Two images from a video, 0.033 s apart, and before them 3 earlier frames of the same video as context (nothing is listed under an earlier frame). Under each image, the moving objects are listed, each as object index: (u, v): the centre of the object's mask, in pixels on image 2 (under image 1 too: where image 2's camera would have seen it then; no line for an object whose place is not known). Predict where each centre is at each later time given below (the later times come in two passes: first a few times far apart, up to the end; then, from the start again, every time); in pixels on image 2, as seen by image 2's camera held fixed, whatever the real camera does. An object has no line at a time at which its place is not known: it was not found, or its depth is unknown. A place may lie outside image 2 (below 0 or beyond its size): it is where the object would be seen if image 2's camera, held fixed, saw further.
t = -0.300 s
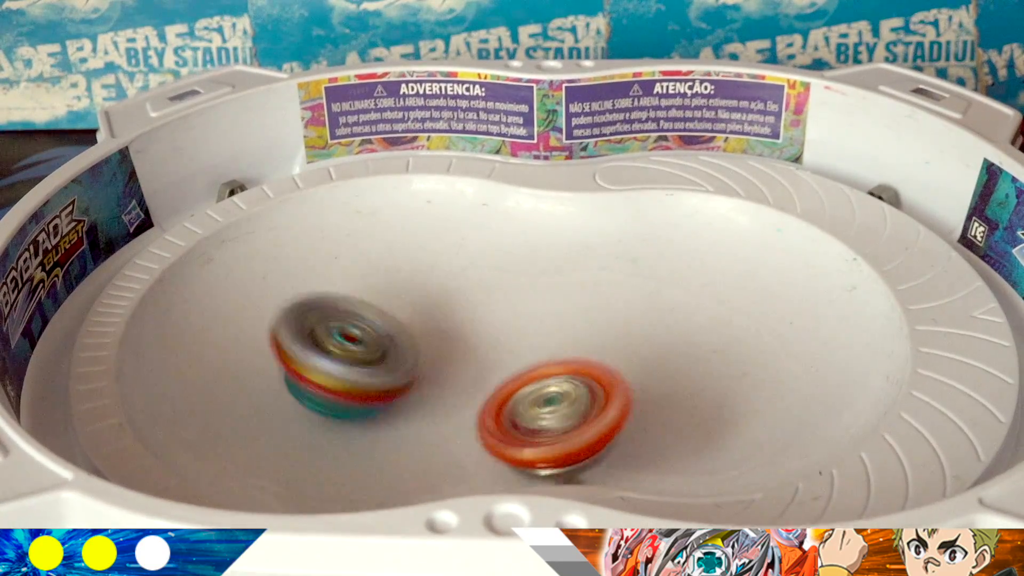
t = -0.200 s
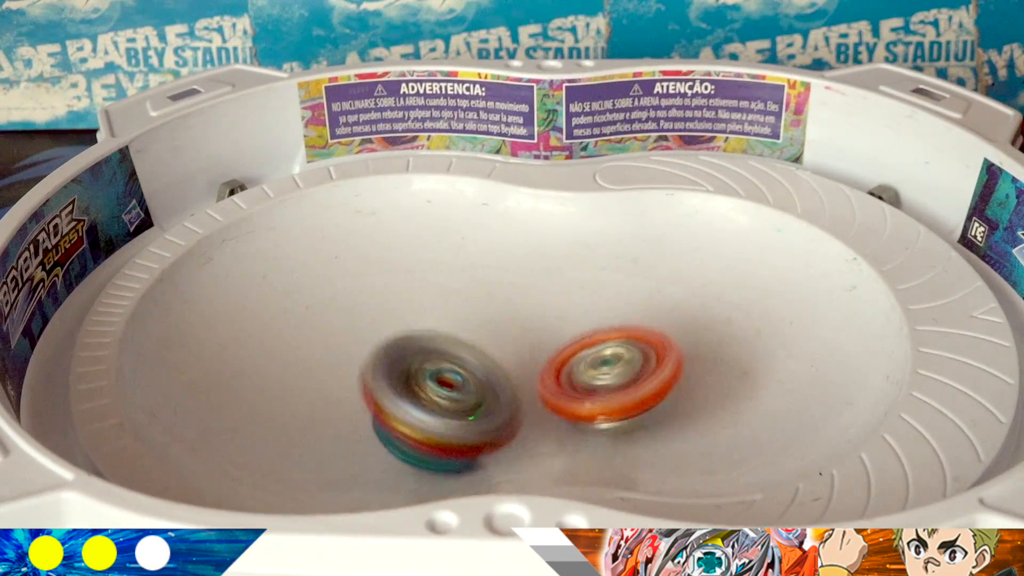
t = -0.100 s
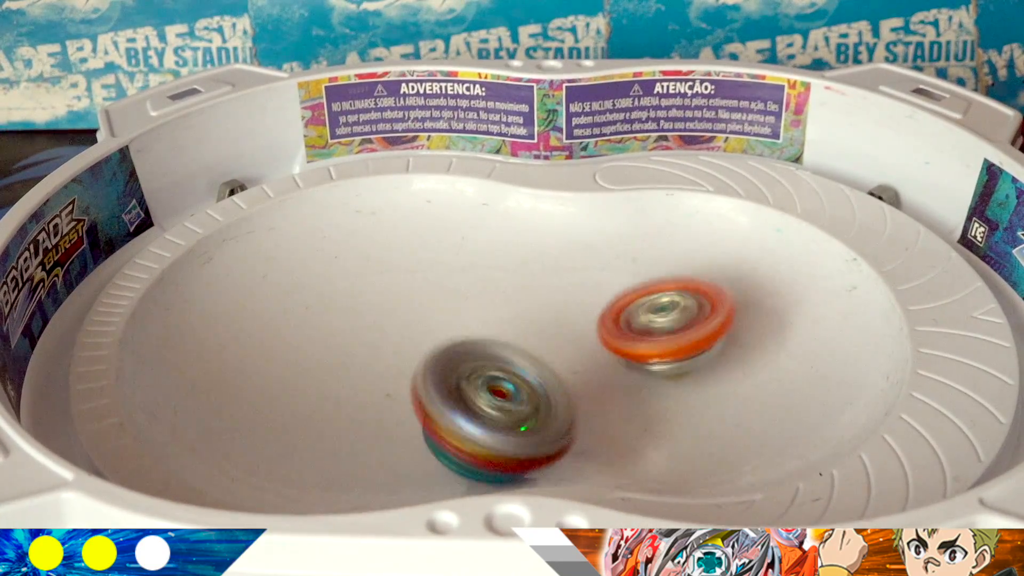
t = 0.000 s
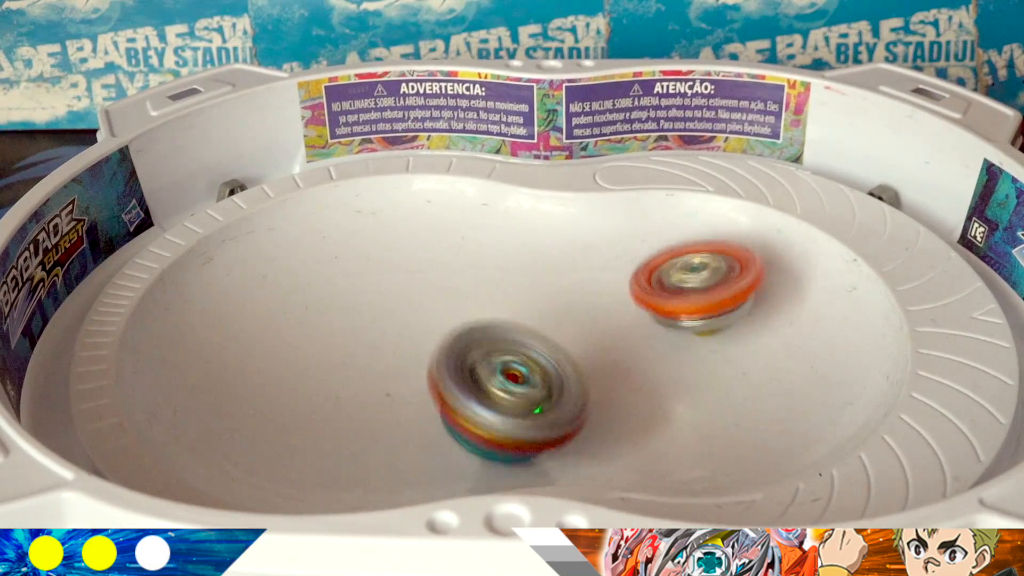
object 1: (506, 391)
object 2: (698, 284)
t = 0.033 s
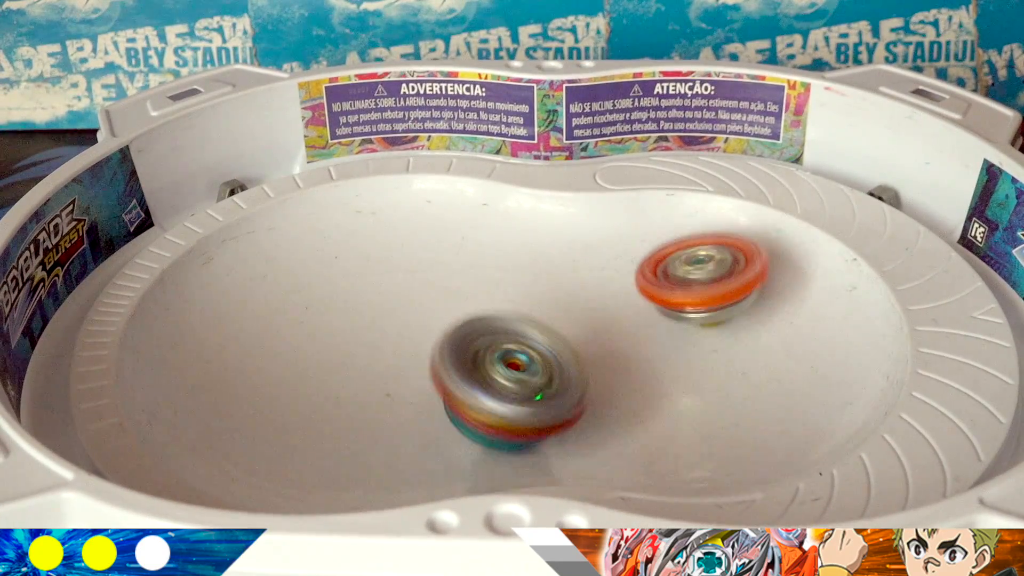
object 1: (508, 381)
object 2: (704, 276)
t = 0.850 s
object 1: (351, 346)
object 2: (479, 300)
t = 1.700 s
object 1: (427, 419)
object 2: (330, 297)
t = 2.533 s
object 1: (392, 387)
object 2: (383, 283)
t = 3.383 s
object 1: (278, 390)
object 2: (421, 270)
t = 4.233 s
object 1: (357, 300)
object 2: (830, 356)
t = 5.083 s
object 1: (413, 258)
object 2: (464, 367)
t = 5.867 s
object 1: (485, 328)
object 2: (340, 385)
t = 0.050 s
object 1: (508, 373)
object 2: (705, 275)
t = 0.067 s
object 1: (507, 365)
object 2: (705, 274)
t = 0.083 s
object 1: (508, 357)
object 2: (703, 274)
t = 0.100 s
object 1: (508, 347)
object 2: (702, 274)
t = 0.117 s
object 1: (506, 336)
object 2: (698, 278)
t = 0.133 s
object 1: (505, 327)
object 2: (694, 281)
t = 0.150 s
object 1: (504, 318)
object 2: (689, 284)
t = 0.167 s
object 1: (501, 308)
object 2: (682, 290)
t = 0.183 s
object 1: (500, 299)
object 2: (676, 296)
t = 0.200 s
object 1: (497, 289)
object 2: (668, 299)
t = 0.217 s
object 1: (494, 279)
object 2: (661, 306)
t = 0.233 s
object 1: (491, 271)
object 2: (653, 314)
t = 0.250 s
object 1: (487, 265)
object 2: (644, 322)
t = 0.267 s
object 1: (483, 258)
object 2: (634, 330)
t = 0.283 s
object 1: (478, 254)
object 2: (624, 338)
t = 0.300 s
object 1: (473, 250)
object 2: (615, 349)
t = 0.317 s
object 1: (467, 247)
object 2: (603, 356)
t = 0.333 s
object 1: (460, 246)
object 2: (593, 364)
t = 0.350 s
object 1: (451, 245)
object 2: (581, 373)
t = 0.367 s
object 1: (442, 245)
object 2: (570, 378)
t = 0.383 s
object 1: (433, 245)
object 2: (560, 384)
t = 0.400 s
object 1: (424, 246)
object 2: (549, 389)
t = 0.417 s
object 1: (413, 248)
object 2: (540, 393)
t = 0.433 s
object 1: (401, 252)
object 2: (532, 396)
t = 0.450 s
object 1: (389, 256)
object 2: (525, 399)
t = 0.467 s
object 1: (378, 259)
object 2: (520, 400)
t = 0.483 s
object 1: (367, 265)
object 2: (515, 400)
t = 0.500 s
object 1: (356, 270)
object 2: (511, 399)
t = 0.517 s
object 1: (346, 274)
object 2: (509, 399)
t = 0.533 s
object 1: (336, 280)
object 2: (507, 396)
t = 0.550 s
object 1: (327, 285)
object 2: (507, 395)
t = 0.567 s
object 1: (318, 291)
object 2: (507, 393)
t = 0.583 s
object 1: (310, 296)
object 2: (508, 389)
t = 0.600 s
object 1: (303, 301)
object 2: (510, 381)
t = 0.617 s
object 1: (297, 306)
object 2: (511, 379)
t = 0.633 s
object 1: (293, 311)
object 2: (515, 374)
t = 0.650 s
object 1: (290, 316)
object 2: (516, 367)
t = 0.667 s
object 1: (287, 321)
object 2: (518, 361)
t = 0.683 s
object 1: (288, 326)
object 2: (519, 354)
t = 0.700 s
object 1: (289, 329)
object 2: (518, 347)
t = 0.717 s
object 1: (290, 333)
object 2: (518, 341)
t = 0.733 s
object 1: (295, 336)
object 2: (516, 335)
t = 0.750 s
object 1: (300, 339)
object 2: (513, 329)
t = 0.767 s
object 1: (306, 342)
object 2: (509, 324)
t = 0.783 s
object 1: (314, 343)
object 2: (505, 318)
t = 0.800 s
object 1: (322, 345)
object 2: (500, 313)
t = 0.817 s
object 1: (330, 347)
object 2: (494, 308)
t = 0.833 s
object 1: (341, 345)
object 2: (486, 305)
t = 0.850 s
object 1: (351, 346)
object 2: (479, 300)
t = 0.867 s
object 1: (350, 347)
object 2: (480, 295)
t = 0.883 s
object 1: (338, 353)
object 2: (488, 280)
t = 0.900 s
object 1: (328, 359)
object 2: (496, 271)
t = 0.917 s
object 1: (317, 363)
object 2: (503, 262)
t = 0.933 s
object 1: (306, 366)
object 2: (509, 253)
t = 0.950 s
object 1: (299, 368)
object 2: (513, 248)
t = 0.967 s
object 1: (292, 371)
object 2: (516, 241)
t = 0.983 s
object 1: (286, 371)
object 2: (517, 238)
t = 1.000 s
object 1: (282, 372)
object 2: (516, 234)
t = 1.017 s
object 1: (281, 371)
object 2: (514, 232)
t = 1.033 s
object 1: (279, 370)
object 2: (511, 232)
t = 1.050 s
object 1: (279, 369)
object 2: (505, 233)
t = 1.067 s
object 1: (281, 367)
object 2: (498, 234)
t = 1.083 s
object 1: (285, 365)
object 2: (490, 238)
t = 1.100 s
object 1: (289, 362)
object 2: (479, 241)
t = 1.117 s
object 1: (295, 359)
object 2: (466, 247)
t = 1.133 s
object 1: (302, 356)
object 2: (454, 253)
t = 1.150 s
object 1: (309, 352)
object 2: (438, 258)
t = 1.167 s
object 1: (316, 348)
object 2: (421, 264)
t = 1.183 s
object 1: (325, 343)
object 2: (407, 268)
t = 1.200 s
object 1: (328, 340)
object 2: (395, 266)
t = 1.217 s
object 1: (320, 347)
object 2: (384, 261)
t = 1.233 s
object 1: (312, 360)
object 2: (376, 256)
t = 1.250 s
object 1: (306, 368)
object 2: (372, 253)
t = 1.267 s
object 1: (302, 374)
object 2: (366, 249)
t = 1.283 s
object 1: (298, 380)
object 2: (361, 245)
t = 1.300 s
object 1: (296, 384)
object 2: (357, 244)
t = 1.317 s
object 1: (295, 391)
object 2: (351, 244)
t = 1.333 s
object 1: (296, 393)
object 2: (347, 246)
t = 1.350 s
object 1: (298, 397)
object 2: (342, 249)
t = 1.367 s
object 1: (301, 399)
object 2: (338, 252)
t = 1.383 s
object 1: (306, 401)
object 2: (335, 259)
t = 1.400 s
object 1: (313, 402)
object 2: (330, 265)
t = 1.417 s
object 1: (321, 401)
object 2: (327, 273)
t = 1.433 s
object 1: (328, 401)
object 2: (325, 280)
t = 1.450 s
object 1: (335, 398)
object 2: (321, 290)
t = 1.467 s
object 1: (343, 397)
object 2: (319, 297)
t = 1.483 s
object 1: (352, 392)
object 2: (315, 304)
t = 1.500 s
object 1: (359, 393)
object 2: (312, 310)
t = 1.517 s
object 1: (369, 402)
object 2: (316, 309)
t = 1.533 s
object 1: (379, 407)
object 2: (317, 307)
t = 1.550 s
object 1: (387, 412)
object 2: (318, 305)
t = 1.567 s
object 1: (397, 416)
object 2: (319, 302)
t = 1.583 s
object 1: (406, 418)
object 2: (320, 300)
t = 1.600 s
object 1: (413, 420)
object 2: (321, 298)
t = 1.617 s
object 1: (419, 420)
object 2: (323, 296)
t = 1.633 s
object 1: (424, 420)
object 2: (324, 296)
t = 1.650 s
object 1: (427, 421)
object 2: (325, 296)
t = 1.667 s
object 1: (429, 421)
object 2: (326, 296)
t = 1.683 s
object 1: (429, 420)
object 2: (328, 296)
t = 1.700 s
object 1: (427, 419)
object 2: (330, 297)
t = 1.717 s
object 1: (424, 418)
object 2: (331, 298)
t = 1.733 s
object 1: (420, 417)
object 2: (332, 300)
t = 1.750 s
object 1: (414, 414)
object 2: (334, 301)
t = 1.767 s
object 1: (407, 412)
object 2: (335, 303)
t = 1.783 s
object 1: (398, 409)
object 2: (336, 305)
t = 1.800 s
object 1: (389, 405)
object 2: (337, 305)
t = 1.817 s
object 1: (380, 401)
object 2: (337, 304)
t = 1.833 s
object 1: (370, 397)
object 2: (337, 303)
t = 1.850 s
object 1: (360, 390)
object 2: (338, 300)
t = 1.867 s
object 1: (348, 395)
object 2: (348, 294)
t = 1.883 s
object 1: (335, 406)
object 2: (356, 282)
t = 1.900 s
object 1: (324, 411)
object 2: (363, 267)
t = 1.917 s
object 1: (313, 415)
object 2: (370, 252)
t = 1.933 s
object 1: (303, 419)
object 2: (376, 239)
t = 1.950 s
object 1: (296, 421)
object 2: (380, 227)
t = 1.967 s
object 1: (290, 420)
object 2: (385, 217)
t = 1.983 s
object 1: (287, 422)
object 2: (389, 208)
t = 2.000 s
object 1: (285, 421)
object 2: (392, 200)
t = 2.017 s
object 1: (286, 422)
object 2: (394, 195)
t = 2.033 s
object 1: (289, 420)
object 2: (395, 192)
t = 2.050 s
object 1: (294, 420)
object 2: (395, 192)
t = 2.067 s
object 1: (301, 419)
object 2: (395, 195)
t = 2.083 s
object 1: (310, 415)
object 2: (394, 199)
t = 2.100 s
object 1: (317, 411)
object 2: (393, 205)
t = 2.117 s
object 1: (325, 405)
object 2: (392, 212)
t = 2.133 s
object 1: (332, 398)
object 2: (390, 220)
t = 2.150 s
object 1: (339, 391)
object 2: (386, 229)
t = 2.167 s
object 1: (347, 384)
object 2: (382, 238)
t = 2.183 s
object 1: (354, 376)
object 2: (378, 248)
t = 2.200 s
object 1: (361, 367)
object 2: (374, 257)
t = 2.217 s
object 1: (369, 358)
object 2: (368, 262)
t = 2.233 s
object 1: (373, 359)
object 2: (366, 262)
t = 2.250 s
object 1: (377, 365)
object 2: (368, 262)
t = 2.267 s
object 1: (380, 367)
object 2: (369, 261)
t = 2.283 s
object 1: (383, 370)
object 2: (370, 261)
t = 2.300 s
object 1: (386, 372)
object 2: (371, 260)
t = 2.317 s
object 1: (389, 375)
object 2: (371, 260)
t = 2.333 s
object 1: (392, 377)
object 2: (371, 261)
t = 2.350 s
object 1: (395, 379)
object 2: (372, 262)
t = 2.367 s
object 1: (397, 380)
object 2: (373, 263)
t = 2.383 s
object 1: (398, 381)
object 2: (374, 264)
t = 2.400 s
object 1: (399, 384)
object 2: (376, 266)
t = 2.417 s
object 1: (400, 385)
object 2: (377, 268)
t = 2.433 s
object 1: (399, 386)
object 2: (379, 270)
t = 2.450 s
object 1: (399, 386)
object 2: (380, 273)
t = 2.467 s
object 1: (398, 387)
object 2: (381, 275)
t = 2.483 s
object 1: (397, 387)
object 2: (382, 277)
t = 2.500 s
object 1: (395, 387)
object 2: (382, 279)
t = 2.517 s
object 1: (394, 387)
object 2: (383, 281)
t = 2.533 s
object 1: (392, 387)
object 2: (383, 283)
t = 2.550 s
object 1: (390, 386)
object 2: (383, 284)
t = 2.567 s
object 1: (387, 385)
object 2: (383, 285)
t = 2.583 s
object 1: (384, 384)
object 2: (384, 286)
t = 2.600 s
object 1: (381, 384)
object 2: (384, 287)
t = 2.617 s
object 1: (377, 382)
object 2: (385, 287)
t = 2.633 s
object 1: (373, 382)
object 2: (386, 288)
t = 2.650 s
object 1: (364, 386)
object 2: (393, 285)
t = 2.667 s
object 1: (354, 395)
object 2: (399, 280)
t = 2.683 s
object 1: (343, 400)
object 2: (406, 274)
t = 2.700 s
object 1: (333, 407)
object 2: (412, 266)
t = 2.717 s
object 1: (324, 410)
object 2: (417, 259)
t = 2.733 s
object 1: (315, 416)
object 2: (422, 252)
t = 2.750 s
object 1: (308, 420)
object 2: (427, 247)
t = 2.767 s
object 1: (300, 423)
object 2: (431, 242)
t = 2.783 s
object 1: (295, 425)
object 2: (433, 238)
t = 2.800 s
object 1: (290, 427)
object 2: (434, 234)
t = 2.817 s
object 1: (287, 428)
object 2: (435, 231)
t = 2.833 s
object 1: (285, 428)
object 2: (434, 230)
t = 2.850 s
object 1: (285, 428)
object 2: (434, 229)
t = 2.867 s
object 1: (285, 428)
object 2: (431, 229)
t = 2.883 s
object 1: (287, 427)
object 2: (428, 231)
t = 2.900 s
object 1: (290, 425)
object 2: (424, 233)
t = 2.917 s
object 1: (294, 423)
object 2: (419, 235)
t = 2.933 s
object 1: (299, 420)
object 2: (415, 238)
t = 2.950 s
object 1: (305, 416)
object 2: (409, 242)
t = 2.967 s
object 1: (310, 412)
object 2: (403, 247)
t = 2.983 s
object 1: (316, 407)
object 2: (399, 251)
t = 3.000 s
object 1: (322, 401)
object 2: (395, 256)
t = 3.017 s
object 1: (328, 395)
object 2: (391, 261)
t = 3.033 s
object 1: (335, 389)
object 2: (389, 266)
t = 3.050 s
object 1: (341, 382)
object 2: (387, 272)
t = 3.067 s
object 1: (346, 376)
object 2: (385, 277)
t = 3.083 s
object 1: (347, 377)
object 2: (387, 277)
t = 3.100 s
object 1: (342, 381)
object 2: (395, 270)
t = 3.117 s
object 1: (336, 385)
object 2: (401, 261)
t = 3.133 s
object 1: (331, 389)
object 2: (406, 255)
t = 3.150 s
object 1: (326, 393)
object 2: (411, 250)
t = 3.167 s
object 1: (319, 395)
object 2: (415, 245)
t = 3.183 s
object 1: (313, 398)
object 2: (419, 241)
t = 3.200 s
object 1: (307, 400)
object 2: (422, 238)
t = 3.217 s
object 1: (301, 401)
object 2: (425, 237)
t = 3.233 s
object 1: (296, 402)
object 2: (428, 237)
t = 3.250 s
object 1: (291, 402)
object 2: (430, 238)
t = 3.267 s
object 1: (287, 402)
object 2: (432, 241)
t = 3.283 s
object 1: (284, 401)
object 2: (433, 244)
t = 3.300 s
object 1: (281, 400)
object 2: (432, 248)
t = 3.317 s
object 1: (279, 399)
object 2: (431, 253)
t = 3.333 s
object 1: (277, 397)
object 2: (429, 257)
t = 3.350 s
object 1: (277, 395)
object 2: (427, 262)
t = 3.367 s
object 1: (277, 392)
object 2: (424, 266)
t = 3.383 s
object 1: (278, 390)
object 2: (421, 270)
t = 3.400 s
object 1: (280, 387)
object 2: (417, 275)
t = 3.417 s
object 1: (283, 384)
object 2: (414, 279)
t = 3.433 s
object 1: (286, 381)
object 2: (411, 284)
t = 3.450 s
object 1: (290, 377)
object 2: (409, 289)
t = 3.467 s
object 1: (294, 373)
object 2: (406, 294)
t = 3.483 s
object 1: (297, 371)
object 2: (406, 298)
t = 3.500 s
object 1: (292, 370)
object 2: (411, 299)
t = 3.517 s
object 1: (288, 367)
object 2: (416, 300)
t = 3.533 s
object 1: (283, 365)
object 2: (421, 300)
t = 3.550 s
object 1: (281, 363)
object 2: (426, 301)
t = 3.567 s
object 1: (278, 361)
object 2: (430, 302)
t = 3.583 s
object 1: (277, 358)
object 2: (435, 304)
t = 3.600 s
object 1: (276, 356)
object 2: (439, 305)
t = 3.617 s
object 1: (276, 353)
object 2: (444, 308)
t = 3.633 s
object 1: (277, 350)
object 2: (448, 310)
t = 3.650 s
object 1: (279, 348)
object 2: (453, 314)
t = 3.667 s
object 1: (281, 345)
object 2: (457, 318)
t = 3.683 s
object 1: (284, 342)
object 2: (462, 322)
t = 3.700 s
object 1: (287, 339)
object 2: (467, 326)
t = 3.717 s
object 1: (291, 336)
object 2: (472, 330)
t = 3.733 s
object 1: (296, 333)
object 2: (477, 333)
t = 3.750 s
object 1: (302, 330)
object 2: (483, 337)
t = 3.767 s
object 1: (307, 327)
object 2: (489, 341)
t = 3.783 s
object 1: (313, 324)
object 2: (496, 345)
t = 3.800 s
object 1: (319, 321)
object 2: (503, 348)
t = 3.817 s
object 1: (326, 318)
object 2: (512, 352)
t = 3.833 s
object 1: (333, 314)
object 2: (520, 356)
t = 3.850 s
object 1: (339, 310)
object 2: (529, 359)
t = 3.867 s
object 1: (346, 306)
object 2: (538, 363)
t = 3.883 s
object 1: (352, 302)
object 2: (549, 366)
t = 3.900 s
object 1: (357, 298)
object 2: (559, 370)
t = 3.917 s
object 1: (362, 295)
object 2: (571, 372)
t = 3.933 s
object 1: (367, 291)
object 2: (584, 375)
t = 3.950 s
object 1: (371, 286)
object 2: (598, 378)
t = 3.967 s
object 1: (375, 284)
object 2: (613, 380)
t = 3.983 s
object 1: (378, 280)
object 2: (628, 384)
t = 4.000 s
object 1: (381, 279)
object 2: (643, 385)
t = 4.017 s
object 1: (384, 277)
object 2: (659, 389)
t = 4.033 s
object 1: (385, 277)
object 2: (676, 390)
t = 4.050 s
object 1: (386, 274)
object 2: (693, 393)
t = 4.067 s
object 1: (386, 274)
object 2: (710, 394)
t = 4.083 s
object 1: (386, 276)
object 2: (727, 394)
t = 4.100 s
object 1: (385, 277)
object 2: (743, 395)
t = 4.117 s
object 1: (384, 279)
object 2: (760, 393)
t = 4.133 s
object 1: (382, 281)
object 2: (775, 390)
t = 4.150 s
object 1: (379, 281)
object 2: (789, 387)
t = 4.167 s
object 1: (376, 287)
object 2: (801, 382)
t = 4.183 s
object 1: (372, 289)
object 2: (812, 378)
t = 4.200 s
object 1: (368, 294)
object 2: (821, 370)
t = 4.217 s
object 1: (363, 296)
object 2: (827, 364)
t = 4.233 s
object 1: (357, 300)
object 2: (830, 356)
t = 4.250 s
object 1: (352, 301)
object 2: (832, 349)
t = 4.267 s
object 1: (346, 304)
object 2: (830, 342)
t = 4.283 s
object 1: (342, 306)
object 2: (826, 335)
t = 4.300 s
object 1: (338, 308)
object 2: (820, 328)
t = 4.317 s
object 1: (334, 310)
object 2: (813, 323)
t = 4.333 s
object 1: (330, 312)
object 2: (804, 318)
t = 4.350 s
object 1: (326, 313)
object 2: (794, 313)
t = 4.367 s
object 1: (323, 314)
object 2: (783, 309)
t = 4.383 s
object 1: (320, 315)
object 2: (771, 305)
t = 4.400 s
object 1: (318, 315)
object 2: (759, 302)
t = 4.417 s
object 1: (316, 316)
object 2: (747, 299)
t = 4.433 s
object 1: (315, 317)
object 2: (736, 297)
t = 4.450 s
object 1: (313, 317)
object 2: (723, 296)
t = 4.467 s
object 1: (313, 318)
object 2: (712, 295)
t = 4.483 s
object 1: (313, 318)
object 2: (700, 295)
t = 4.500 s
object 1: (313, 318)
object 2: (690, 294)
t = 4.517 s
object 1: (314, 318)
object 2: (679, 295)
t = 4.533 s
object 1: (315, 318)
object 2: (669, 296)
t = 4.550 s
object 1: (317, 317)
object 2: (659, 298)
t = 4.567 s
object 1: (319, 318)
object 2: (649, 301)
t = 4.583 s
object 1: (322, 317)
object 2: (640, 304)
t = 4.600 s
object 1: (325, 317)
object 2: (631, 307)
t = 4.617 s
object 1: (327, 316)
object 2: (622, 312)
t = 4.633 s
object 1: (331, 316)
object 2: (613, 316)
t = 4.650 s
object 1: (334, 314)
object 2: (604, 321)
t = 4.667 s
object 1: (338, 313)
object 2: (596, 326)
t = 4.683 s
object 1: (343, 312)
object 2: (587, 331)
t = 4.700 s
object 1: (347, 311)
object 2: (578, 335)
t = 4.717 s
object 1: (351, 309)
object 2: (571, 339)
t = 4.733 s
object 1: (355, 307)
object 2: (563, 347)
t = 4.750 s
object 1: (359, 305)
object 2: (555, 351)
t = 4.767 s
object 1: (363, 303)
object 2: (547, 355)
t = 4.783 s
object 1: (368, 301)
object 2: (540, 359)
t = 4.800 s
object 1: (372, 298)
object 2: (532, 360)
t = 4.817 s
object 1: (376, 296)
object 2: (527, 365)
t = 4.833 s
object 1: (376, 294)
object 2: (522, 363)
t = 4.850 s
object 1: (380, 291)
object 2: (518, 368)
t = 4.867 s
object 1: (385, 289)
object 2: (513, 371)
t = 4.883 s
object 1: (388, 286)
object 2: (507, 372)
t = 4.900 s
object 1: (391, 282)
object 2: (502, 372)
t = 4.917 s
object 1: (394, 280)
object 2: (497, 373)
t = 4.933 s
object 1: (397, 276)
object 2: (494, 373)
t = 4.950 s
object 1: (399, 273)
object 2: (491, 374)
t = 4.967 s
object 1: (402, 272)
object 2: (487, 373)
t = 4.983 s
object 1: (404, 268)
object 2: (484, 373)
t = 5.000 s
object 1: (406, 267)
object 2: (480, 373)
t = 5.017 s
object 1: (406, 264)
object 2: (477, 372)
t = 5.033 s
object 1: (408, 262)
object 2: (474, 370)
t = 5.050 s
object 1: (408, 260)
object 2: (471, 369)
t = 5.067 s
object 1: (411, 260)
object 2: (468, 368)
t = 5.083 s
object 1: (413, 258)
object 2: (464, 367)
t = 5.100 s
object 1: (413, 258)
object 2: (461, 366)
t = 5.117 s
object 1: (413, 256)
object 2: (457, 365)
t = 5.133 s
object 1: (413, 256)
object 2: (452, 363)
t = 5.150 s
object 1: (413, 256)
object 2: (448, 362)
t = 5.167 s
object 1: (414, 256)
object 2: (444, 361)
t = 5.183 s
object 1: (414, 256)
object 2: (439, 359)
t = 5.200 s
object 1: (413, 256)
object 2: (434, 358)
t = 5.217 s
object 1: (412, 256)
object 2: (428, 357)
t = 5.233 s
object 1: (414, 256)
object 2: (422, 356)
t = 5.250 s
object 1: (414, 254)
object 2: (414, 358)
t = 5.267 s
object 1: (415, 252)
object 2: (406, 360)
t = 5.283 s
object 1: (416, 251)
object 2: (399, 362)
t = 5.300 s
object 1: (419, 247)
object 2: (392, 363)
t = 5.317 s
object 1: (417, 247)
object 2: (384, 364)
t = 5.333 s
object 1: (417, 246)
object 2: (376, 365)
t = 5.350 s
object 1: (417, 248)
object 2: (368, 366)
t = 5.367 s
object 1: (418, 248)
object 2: (362, 366)
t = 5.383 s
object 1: (418, 249)
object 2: (356, 366)
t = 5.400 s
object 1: (418, 249)
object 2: (352, 367)
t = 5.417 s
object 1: (418, 251)
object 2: (348, 366)
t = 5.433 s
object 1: (419, 253)
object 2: (344, 367)
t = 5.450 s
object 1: (419, 257)
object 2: (341, 368)
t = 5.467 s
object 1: (420, 260)
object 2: (337, 368)
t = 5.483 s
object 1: (419, 262)
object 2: (336, 367)
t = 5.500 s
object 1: (418, 265)
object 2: (335, 367)
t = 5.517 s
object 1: (417, 269)
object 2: (334, 366)
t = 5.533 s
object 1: (417, 273)
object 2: (334, 366)
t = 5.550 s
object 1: (418, 277)
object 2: (333, 367)
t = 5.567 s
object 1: (419, 279)
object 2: (331, 367)
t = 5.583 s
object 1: (422, 282)
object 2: (327, 368)
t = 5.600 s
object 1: (427, 284)
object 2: (324, 370)
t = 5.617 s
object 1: (430, 284)
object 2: (321, 372)
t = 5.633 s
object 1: (435, 287)
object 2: (319, 373)
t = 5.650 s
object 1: (438, 286)
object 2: (317, 375)
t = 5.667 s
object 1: (441, 289)
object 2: (316, 377)
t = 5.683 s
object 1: (444, 291)
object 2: (316, 378)
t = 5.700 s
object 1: (446, 294)
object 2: (317, 379)
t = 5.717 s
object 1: (450, 298)
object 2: (318, 380)
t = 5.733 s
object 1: (454, 299)
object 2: (320, 381)
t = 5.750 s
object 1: (456, 302)
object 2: (322, 383)
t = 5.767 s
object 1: (459, 306)
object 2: (325, 383)
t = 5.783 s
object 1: (462, 310)
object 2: (327, 384)
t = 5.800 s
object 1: (467, 315)
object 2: (329, 384)
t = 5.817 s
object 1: (472, 317)
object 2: (332, 384)
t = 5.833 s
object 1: (476, 321)
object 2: (334, 385)
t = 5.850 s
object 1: (481, 326)
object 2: (337, 385)
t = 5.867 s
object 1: (485, 328)
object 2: (340, 385)
